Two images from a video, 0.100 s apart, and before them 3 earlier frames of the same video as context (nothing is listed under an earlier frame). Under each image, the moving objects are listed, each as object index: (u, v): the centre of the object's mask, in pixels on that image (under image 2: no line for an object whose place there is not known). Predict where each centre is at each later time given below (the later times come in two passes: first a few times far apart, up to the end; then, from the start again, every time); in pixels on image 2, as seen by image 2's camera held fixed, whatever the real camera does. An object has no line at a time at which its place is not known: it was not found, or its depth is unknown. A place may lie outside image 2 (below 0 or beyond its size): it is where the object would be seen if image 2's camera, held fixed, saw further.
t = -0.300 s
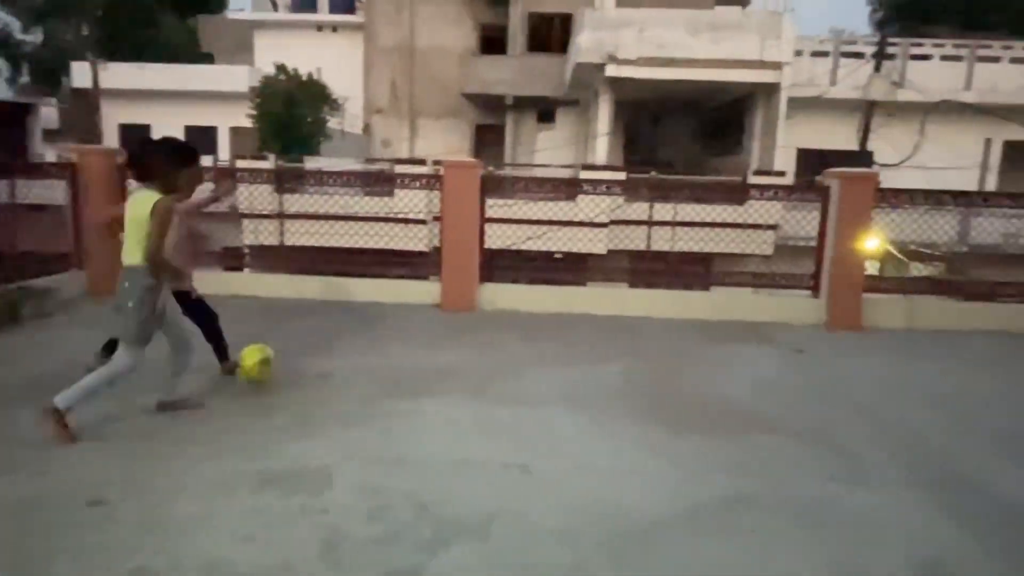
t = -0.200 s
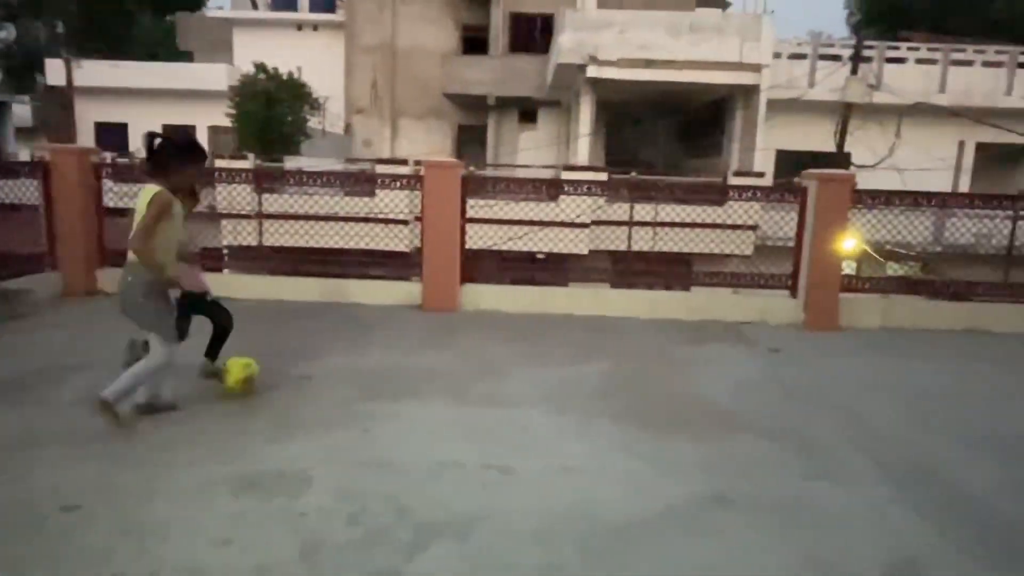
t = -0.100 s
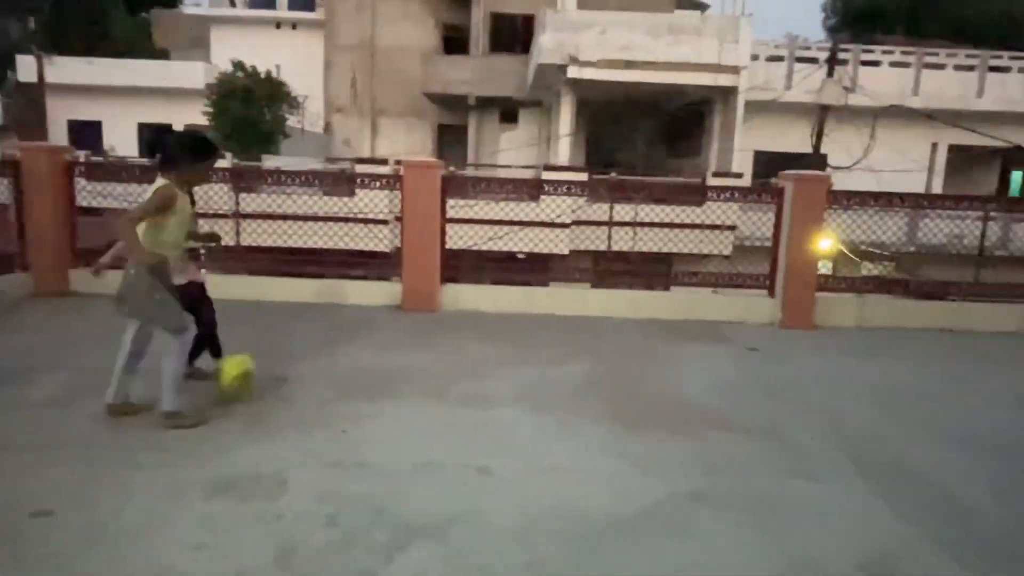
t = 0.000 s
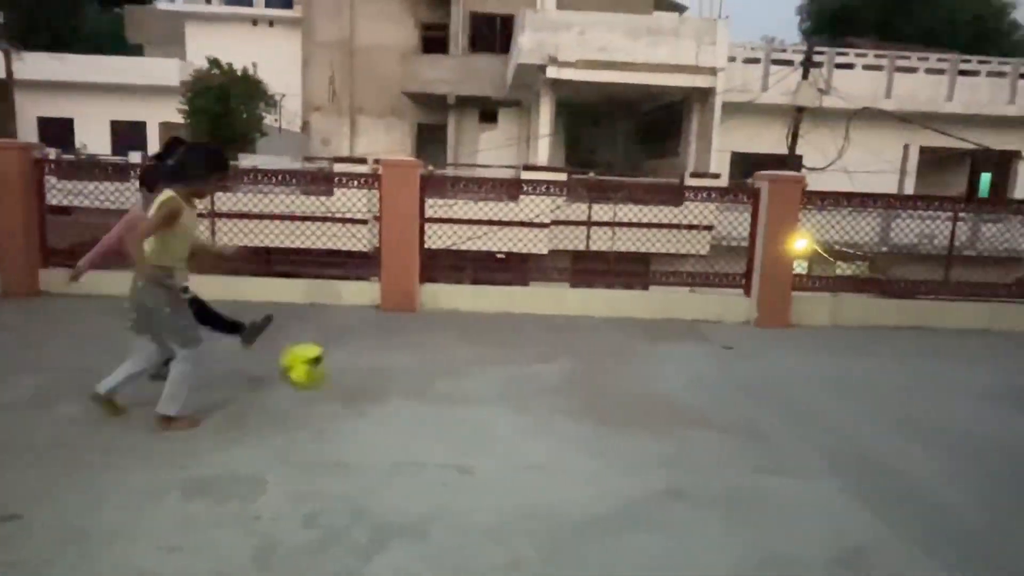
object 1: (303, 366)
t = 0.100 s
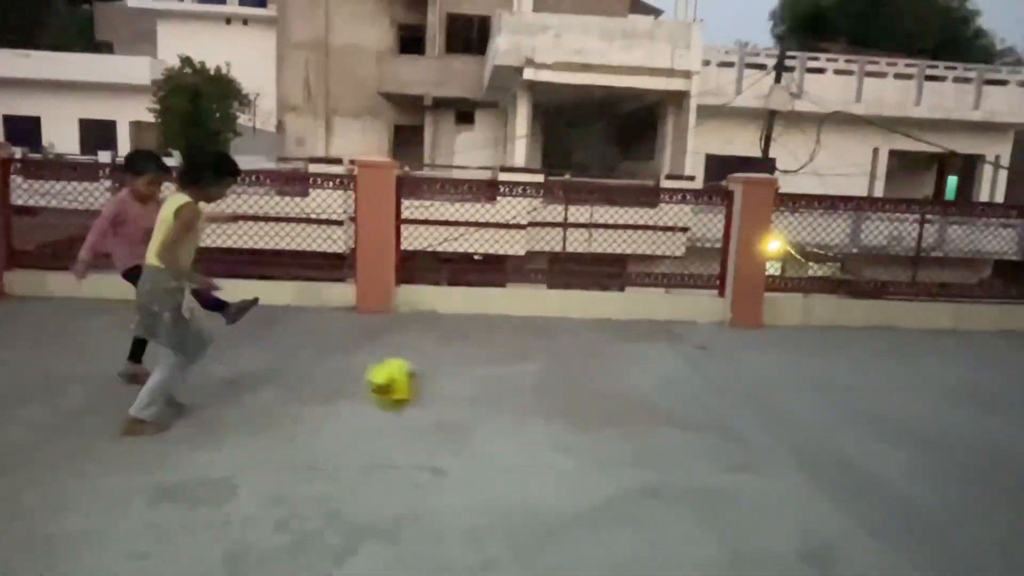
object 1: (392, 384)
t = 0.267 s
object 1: (645, 502)
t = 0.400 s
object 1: (846, 536)
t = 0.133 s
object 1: (434, 399)
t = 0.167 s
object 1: (482, 417)
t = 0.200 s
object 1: (535, 439)
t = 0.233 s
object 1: (588, 465)
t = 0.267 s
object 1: (645, 502)
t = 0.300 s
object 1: (702, 524)
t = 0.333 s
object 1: (747, 527)
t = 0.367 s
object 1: (795, 528)
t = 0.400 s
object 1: (846, 536)
